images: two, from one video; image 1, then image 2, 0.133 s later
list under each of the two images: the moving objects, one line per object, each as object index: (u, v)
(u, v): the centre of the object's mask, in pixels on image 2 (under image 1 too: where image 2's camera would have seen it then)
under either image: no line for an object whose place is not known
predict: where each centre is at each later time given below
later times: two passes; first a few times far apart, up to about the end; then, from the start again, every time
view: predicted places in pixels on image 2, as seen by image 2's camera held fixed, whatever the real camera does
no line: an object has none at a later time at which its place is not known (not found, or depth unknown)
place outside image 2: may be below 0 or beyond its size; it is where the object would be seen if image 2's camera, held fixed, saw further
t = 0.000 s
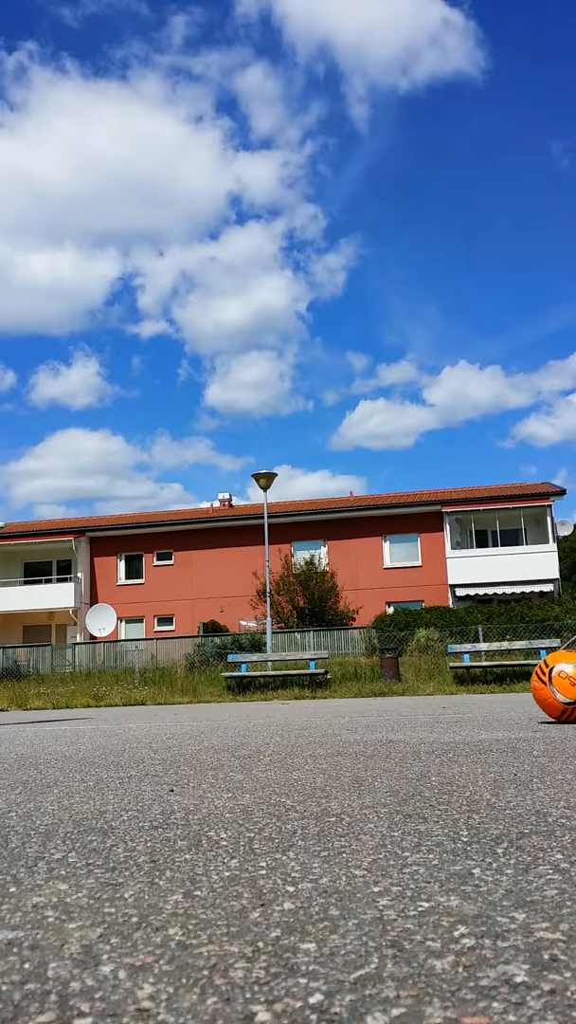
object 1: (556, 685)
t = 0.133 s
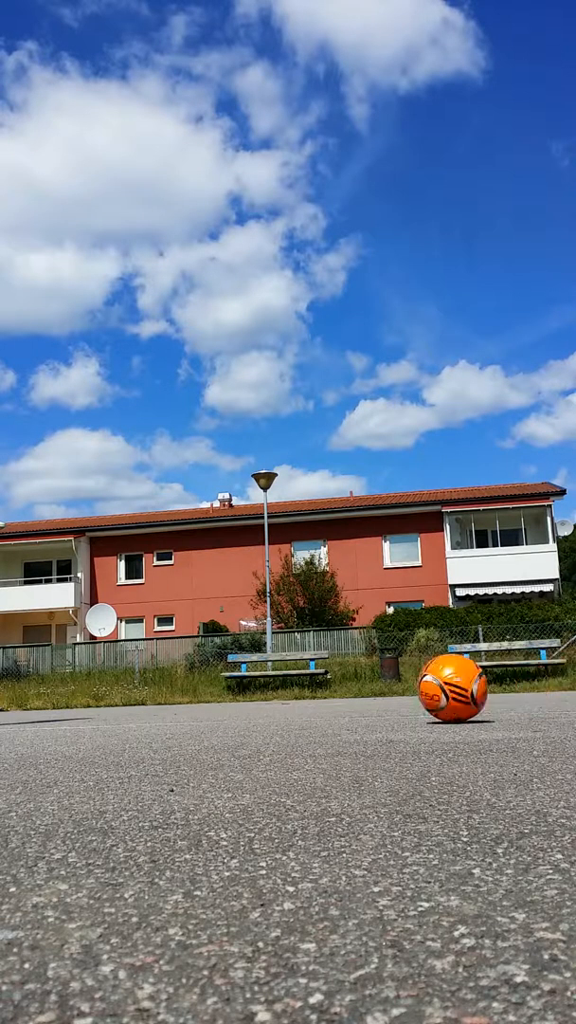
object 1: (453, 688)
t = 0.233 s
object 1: (378, 691)
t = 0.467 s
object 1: (236, 695)
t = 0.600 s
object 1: (171, 697)
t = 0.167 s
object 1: (427, 690)
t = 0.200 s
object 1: (402, 689)
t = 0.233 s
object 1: (378, 691)
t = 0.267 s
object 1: (355, 691)
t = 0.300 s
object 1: (333, 692)
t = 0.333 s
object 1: (312, 693)
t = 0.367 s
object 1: (292, 693)
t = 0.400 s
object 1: (273, 694)
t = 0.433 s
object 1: (254, 694)
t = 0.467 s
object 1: (236, 695)
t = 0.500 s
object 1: (219, 696)
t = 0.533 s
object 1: (202, 696)
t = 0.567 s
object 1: (187, 697)
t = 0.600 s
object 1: (171, 697)
